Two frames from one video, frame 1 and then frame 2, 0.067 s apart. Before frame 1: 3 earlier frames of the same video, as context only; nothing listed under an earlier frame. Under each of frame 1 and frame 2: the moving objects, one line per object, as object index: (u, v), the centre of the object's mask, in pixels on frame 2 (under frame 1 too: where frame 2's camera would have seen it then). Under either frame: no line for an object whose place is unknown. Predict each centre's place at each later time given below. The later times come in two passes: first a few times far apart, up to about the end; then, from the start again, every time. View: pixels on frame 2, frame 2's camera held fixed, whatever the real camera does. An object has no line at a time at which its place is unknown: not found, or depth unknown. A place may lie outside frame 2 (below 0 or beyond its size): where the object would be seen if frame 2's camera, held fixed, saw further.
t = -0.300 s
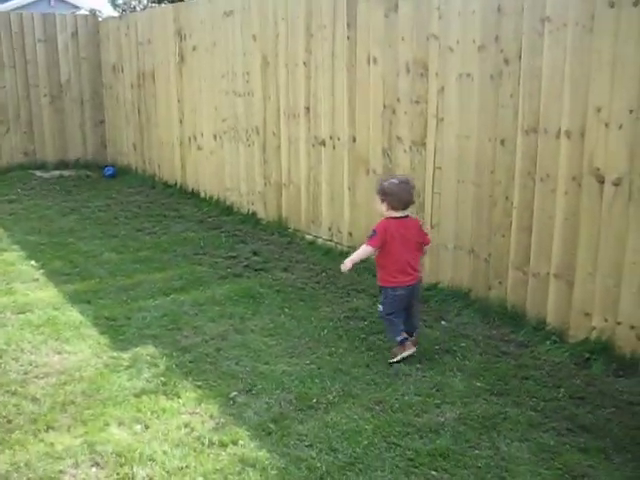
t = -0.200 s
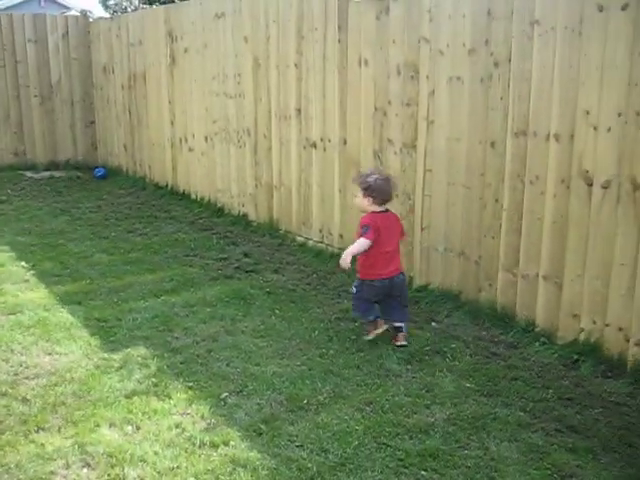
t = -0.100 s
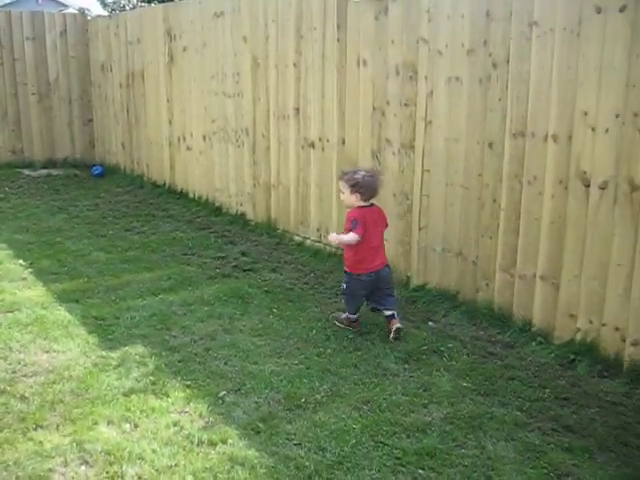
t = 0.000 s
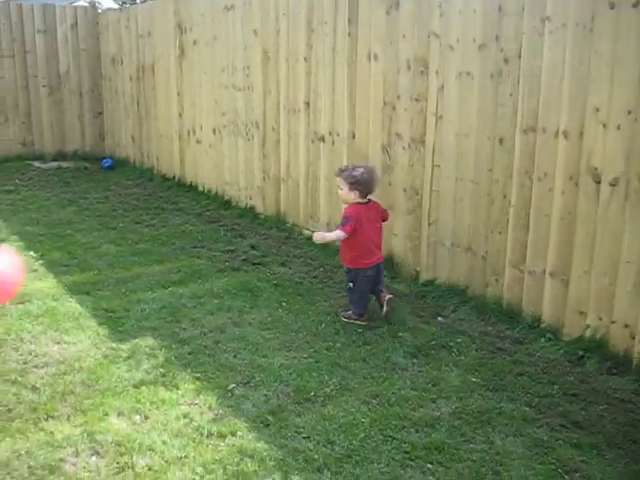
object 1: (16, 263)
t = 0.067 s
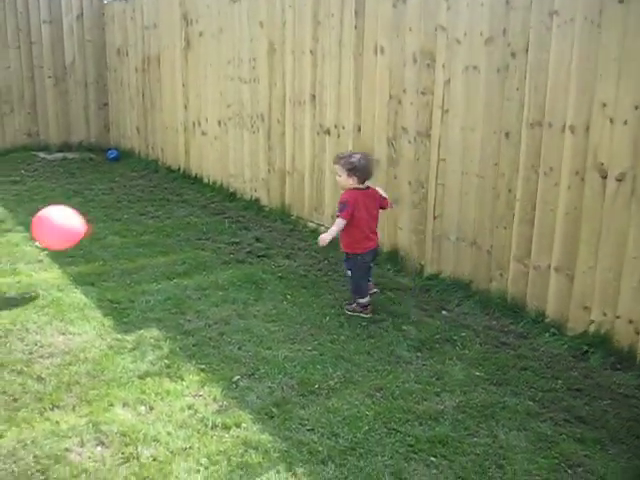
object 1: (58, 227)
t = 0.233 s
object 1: (101, 199)
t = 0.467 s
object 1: (151, 211)
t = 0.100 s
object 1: (69, 217)
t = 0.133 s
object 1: (78, 211)
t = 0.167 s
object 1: (86, 206)
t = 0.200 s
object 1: (94, 202)
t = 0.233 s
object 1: (101, 199)
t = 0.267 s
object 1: (107, 198)
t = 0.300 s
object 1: (114, 198)
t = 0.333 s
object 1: (121, 198)
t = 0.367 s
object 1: (128, 201)
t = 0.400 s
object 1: (136, 204)
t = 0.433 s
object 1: (144, 207)
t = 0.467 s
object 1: (151, 211)
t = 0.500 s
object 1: (158, 214)
